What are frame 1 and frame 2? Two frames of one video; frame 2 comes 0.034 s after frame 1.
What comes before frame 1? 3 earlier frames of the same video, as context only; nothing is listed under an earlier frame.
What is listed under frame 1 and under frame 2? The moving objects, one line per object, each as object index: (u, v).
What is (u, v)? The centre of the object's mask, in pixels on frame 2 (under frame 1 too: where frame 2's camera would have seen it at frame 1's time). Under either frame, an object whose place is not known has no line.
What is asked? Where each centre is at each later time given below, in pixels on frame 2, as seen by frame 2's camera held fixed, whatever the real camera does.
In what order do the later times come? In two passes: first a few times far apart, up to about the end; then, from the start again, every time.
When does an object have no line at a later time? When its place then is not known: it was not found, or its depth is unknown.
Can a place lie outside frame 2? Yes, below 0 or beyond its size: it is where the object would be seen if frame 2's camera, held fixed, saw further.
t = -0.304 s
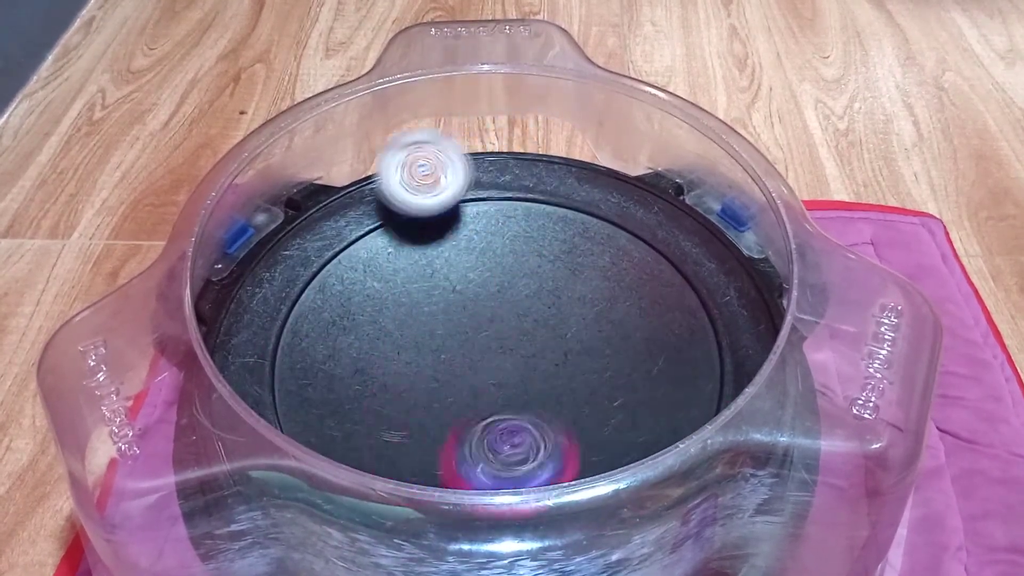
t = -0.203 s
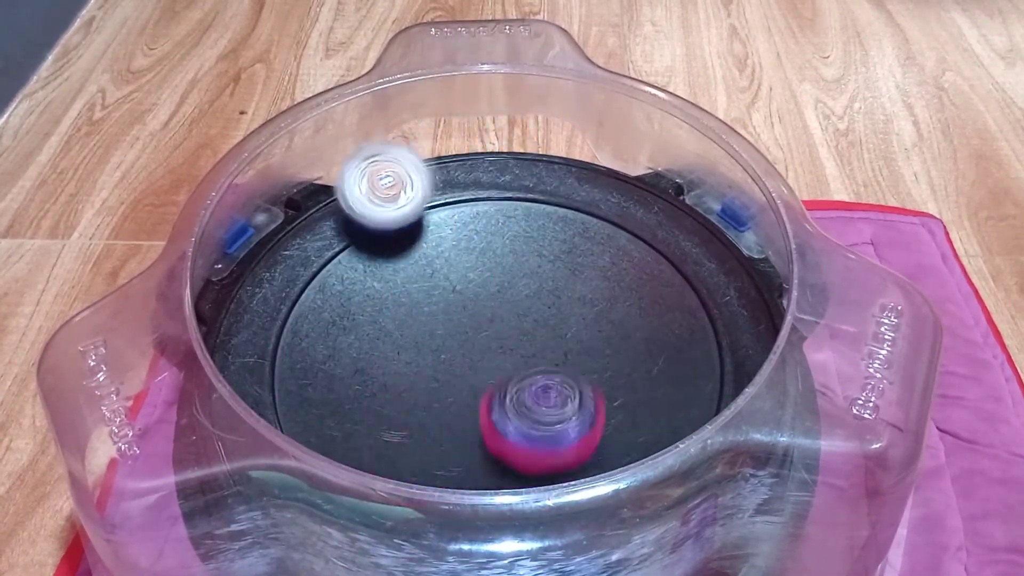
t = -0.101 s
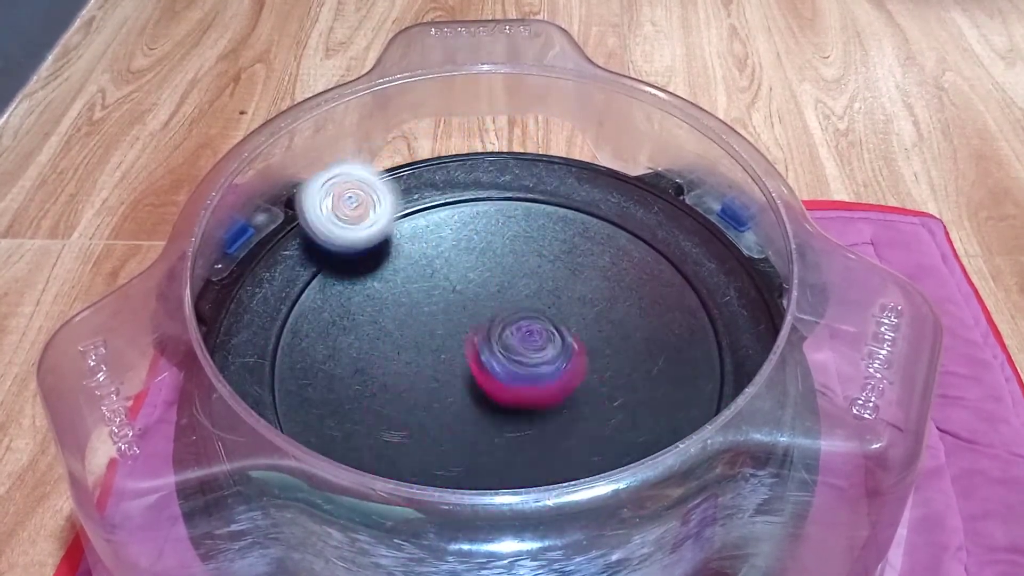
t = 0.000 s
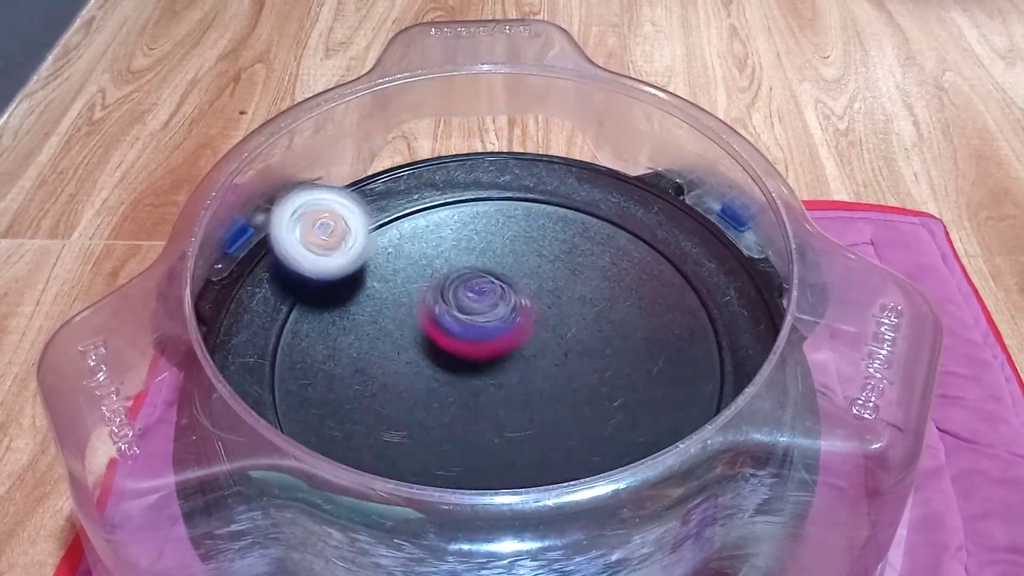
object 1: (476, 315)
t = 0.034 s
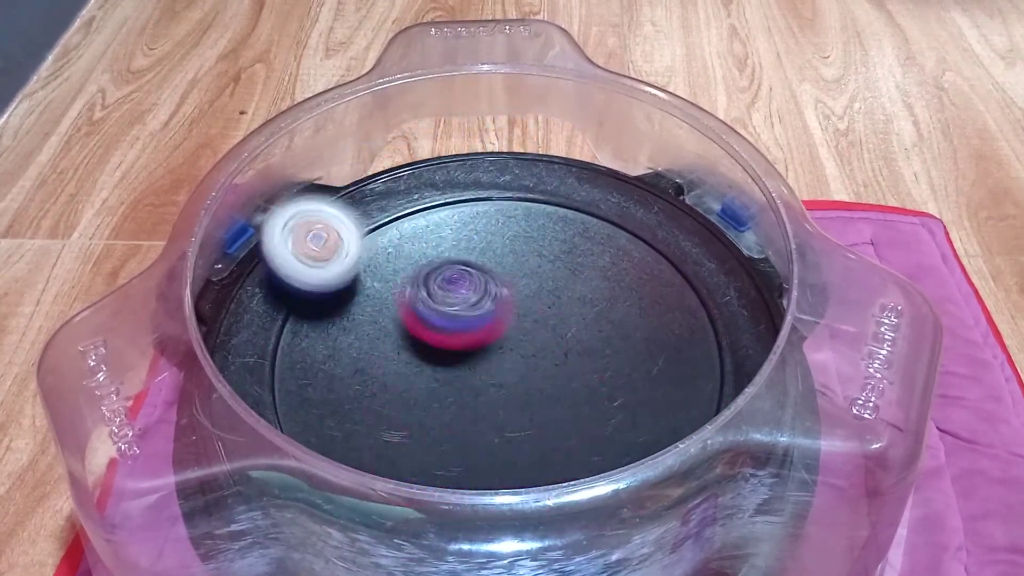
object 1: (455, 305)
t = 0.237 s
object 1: (465, 292)
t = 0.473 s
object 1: (533, 262)
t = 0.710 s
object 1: (546, 288)
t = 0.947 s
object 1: (534, 318)
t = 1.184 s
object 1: (453, 349)
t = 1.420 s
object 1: (457, 357)
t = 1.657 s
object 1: (450, 304)
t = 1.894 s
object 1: (466, 305)
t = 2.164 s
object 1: (518, 319)
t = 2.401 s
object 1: (547, 326)
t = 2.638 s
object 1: (531, 341)
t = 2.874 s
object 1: (503, 376)
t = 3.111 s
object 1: (493, 389)
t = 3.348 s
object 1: (476, 367)
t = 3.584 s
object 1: (457, 344)
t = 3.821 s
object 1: (430, 328)
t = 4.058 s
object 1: (470, 325)
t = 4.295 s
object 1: (516, 318)
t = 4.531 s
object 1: (540, 306)
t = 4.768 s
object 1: (567, 292)
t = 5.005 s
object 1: (552, 331)
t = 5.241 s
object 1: (558, 375)
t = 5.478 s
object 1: (538, 405)
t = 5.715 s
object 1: (494, 412)
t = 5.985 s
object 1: (442, 389)
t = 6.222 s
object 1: (421, 355)
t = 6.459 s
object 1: (420, 342)
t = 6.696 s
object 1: (439, 335)
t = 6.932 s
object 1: (462, 328)
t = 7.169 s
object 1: (463, 325)
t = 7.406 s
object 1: (473, 331)
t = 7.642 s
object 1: (495, 334)
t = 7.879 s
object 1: (497, 329)
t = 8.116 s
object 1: (492, 324)
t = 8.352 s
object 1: (484, 332)
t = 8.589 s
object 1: (487, 316)
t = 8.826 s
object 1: (492, 313)
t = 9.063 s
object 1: (516, 305)
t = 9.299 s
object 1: (537, 316)
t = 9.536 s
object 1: (557, 327)
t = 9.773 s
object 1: (556, 343)
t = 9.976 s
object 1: (556, 351)
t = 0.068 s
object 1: (434, 300)
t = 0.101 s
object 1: (415, 298)
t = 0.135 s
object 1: (411, 298)
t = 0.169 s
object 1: (430, 296)
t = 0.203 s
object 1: (450, 294)
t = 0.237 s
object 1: (465, 292)
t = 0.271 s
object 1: (480, 288)
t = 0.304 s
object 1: (493, 283)
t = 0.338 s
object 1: (504, 278)
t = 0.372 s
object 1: (515, 273)
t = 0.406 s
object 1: (523, 268)
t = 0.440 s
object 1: (529, 266)
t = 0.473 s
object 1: (533, 262)
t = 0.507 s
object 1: (535, 262)
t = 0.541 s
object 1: (538, 262)
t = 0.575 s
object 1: (540, 264)
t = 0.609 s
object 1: (542, 267)
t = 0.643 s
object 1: (543, 272)
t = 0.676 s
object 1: (544, 279)
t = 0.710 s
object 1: (546, 288)
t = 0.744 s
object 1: (547, 297)
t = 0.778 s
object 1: (551, 307)
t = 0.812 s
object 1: (554, 318)
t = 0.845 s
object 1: (556, 325)
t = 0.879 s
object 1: (555, 328)
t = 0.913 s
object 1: (547, 324)
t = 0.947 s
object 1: (534, 318)
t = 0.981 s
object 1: (521, 317)
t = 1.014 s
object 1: (507, 318)
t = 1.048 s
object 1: (494, 320)
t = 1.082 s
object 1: (481, 325)
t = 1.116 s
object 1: (468, 332)
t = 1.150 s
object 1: (458, 339)
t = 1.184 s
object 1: (453, 349)
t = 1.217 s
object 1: (448, 358)
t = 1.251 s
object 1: (447, 367)
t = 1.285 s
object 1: (447, 374)
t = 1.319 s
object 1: (448, 376)
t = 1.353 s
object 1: (454, 373)
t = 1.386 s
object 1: (456, 366)
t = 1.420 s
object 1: (457, 357)
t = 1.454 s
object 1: (458, 346)
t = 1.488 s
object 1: (458, 338)
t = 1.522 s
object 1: (457, 327)
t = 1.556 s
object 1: (456, 321)
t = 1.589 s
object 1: (453, 314)
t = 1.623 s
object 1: (450, 308)
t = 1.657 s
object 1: (450, 304)
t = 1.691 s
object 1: (448, 302)
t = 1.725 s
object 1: (449, 301)
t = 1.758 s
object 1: (449, 300)
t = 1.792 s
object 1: (452, 301)
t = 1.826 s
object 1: (455, 302)
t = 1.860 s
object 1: (460, 304)
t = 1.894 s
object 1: (466, 305)
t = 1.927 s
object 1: (471, 307)
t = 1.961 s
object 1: (478, 309)
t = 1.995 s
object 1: (484, 312)
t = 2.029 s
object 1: (490, 313)
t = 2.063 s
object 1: (496, 315)
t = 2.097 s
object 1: (504, 317)
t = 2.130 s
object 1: (511, 318)
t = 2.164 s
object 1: (518, 319)
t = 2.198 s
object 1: (524, 320)
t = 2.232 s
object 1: (531, 321)
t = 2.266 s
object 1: (535, 321)
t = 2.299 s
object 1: (539, 322)
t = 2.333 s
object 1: (542, 323)
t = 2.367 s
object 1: (545, 325)
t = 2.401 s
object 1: (547, 326)
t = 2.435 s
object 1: (548, 327)
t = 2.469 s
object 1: (547, 328)
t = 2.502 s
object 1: (546, 330)
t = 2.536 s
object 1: (543, 331)
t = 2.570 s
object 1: (541, 334)
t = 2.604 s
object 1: (536, 337)
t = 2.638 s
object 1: (531, 341)
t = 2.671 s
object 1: (526, 347)
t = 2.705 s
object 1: (522, 351)
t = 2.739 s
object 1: (517, 356)
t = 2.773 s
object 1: (513, 360)
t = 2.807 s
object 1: (509, 366)
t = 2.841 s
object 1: (506, 371)
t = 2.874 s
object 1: (503, 376)
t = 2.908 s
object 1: (501, 380)
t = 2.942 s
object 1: (498, 383)
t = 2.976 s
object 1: (497, 386)
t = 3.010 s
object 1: (495, 387)
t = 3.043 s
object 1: (494, 389)
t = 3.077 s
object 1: (493, 389)
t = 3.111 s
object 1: (493, 389)
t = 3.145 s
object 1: (491, 388)
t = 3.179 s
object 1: (490, 386)
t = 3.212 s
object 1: (487, 383)
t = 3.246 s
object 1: (482, 378)
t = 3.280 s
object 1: (481, 374)
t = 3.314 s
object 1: (478, 371)
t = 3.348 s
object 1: (476, 367)
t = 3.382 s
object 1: (472, 363)
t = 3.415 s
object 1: (470, 359)
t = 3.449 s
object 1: (467, 356)
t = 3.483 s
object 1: (465, 353)
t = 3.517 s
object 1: (464, 350)
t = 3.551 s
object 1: (461, 348)
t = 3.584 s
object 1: (457, 344)
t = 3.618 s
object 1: (451, 339)
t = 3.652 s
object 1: (446, 334)
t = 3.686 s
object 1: (439, 331)
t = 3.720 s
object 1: (436, 329)
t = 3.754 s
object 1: (432, 329)
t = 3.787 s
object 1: (431, 328)
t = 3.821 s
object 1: (430, 328)
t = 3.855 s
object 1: (430, 328)
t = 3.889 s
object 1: (435, 327)
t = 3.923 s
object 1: (439, 326)
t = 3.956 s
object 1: (445, 324)
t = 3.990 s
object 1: (454, 324)
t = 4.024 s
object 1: (461, 324)
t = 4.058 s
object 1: (470, 325)
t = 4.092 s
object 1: (478, 326)
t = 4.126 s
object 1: (486, 324)
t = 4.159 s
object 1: (493, 325)
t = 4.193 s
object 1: (499, 324)
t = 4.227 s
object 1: (505, 322)
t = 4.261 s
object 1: (510, 320)
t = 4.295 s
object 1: (516, 318)
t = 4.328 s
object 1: (520, 316)
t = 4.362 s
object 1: (523, 313)
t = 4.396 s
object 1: (525, 313)
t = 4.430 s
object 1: (526, 310)
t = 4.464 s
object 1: (528, 309)
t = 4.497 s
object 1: (529, 310)
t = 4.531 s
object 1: (540, 306)
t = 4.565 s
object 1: (550, 303)
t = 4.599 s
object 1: (558, 299)
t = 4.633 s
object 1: (564, 295)
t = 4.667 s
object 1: (567, 292)
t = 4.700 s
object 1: (568, 291)
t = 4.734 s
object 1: (568, 291)
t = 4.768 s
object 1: (567, 292)
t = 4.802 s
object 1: (564, 294)
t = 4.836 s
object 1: (563, 297)
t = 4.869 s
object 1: (558, 303)
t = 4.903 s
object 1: (553, 309)
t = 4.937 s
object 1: (548, 317)
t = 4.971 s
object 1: (547, 326)
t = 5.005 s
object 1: (552, 331)
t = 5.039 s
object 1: (554, 339)
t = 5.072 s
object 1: (556, 347)
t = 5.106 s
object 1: (559, 352)
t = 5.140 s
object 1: (560, 359)
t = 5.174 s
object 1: (560, 363)
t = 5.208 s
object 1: (560, 369)
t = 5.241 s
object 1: (558, 375)
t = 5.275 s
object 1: (557, 378)
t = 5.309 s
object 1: (554, 382)
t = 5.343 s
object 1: (552, 384)
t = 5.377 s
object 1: (550, 390)
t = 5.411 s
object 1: (548, 395)
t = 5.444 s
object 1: (543, 400)
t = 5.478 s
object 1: (538, 405)
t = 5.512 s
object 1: (532, 409)
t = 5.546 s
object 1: (527, 410)
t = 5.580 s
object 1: (519, 412)
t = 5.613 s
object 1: (514, 412)
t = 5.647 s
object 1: (506, 414)
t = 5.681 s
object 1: (500, 413)
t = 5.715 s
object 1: (494, 412)
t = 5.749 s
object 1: (487, 409)
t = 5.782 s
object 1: (480, 406)
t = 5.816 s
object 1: (473, 403)
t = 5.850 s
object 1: (466, 400)
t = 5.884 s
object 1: (459, 398)
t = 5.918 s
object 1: (453, 396)
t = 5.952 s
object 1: (447, 393)
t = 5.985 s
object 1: (442, 389)
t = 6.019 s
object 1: (437, 385)
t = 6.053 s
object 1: (434, 382)
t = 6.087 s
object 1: (431, 377)
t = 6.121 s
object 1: (429, 371)
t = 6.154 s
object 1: (427, 365)
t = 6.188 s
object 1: (425, 359)
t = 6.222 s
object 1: (421, 355)
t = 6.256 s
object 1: (417, 352)
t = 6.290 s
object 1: (414, 351)
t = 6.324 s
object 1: (412, 348)
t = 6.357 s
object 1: (412, 346)
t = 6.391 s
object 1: (413, 345)
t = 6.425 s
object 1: (415, 344)
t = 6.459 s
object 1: (420, 342)
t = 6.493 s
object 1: (425, 341)
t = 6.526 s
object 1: (432, 339)
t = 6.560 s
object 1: (434, 337)
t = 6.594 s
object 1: (432, 337)
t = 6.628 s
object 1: (432, 336)
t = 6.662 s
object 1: (435, 335)
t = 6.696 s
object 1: (439, 335)
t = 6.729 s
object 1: (442, 335)
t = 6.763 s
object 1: (449, 333)
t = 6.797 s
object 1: (456, 333)
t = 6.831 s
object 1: (461, 332)
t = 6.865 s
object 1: (462, 330)
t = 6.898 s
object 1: (462, 328)
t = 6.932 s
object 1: (462, 328)
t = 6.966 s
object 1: (463, 327)
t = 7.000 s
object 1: (465, 328)
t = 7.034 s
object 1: (468, 328)
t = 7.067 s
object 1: (469, 328)
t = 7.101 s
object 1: (470, 328)
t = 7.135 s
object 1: (464, 326)
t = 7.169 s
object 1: (463, 325)
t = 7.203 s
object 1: (462, 325)
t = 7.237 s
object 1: (463, 325)
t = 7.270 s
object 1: (464, 325)
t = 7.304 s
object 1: (465, 327)
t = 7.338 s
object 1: (467, 327)
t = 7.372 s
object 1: (470, 329)
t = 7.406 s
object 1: (473, 331)
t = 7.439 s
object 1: (478, 331)
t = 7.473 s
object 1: (481, 333)
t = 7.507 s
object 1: (485, 334)
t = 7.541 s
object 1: (489, 335)
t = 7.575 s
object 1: (492, 335)
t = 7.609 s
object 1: (493, 334)
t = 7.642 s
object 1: (495, 334)
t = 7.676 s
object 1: (494, 332)
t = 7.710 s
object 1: (496, 332)
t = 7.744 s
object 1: (496, 330)
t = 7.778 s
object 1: (497, 329)
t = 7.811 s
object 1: (498, 328)
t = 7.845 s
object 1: (497, 329)
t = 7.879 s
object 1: (497, 329)
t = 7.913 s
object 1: (496, 328)
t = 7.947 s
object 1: (498, 328)
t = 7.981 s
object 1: (496, 328)
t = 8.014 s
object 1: (498, 330)
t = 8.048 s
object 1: (495, 327)
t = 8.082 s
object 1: (495, 327)
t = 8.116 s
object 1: (492, 324)
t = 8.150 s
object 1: (490, 326)
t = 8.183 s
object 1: (486, 324)
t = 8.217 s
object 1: (486, 329)
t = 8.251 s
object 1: (485, 327)
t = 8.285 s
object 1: (485, 330)
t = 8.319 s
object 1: (485, 328)
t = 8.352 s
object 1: (484, 332)
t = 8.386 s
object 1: (488, 331)
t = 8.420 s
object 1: (485, 333)
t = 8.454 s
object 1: (486, 329)
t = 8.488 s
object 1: (486, 328)
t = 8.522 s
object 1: (487, 323)
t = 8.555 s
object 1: (487, 319)
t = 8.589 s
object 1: (487, 316)
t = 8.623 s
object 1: (486, 314)
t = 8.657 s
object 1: (485, 313)
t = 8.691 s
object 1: (485, 311)
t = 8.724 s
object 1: (485, 310)
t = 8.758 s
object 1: (487, 310)
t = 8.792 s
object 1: (491, 312)
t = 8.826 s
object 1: (492, 313)
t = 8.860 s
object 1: (495, 313)
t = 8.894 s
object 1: (500, 310)
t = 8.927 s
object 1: (504, 308)
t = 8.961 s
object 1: (507, 307)
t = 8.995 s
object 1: (511, 307)
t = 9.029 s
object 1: (513, 306)
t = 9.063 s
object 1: (516, 305)
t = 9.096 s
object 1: (516, 307)
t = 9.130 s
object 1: (519, 308)
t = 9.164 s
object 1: (521, 309)
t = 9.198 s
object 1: (525, 311)
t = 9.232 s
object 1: (530, 312)
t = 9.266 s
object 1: (533, 315)
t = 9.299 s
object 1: (537, 316)
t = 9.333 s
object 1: (541, 317)
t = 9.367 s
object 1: (545, 319)
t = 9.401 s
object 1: (548, 322)
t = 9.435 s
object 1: (551, 322)
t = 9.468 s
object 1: (554, 323)
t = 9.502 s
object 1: (557, 325)
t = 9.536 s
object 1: (557, 327)
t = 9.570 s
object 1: (558, 328)
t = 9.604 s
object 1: (557, 332)
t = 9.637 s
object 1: (555, 335)
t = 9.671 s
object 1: (556, 337)
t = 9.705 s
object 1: (557, 339)
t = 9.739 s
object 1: (557, 342)
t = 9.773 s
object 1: (556, 343)
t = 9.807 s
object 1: (556, 346)
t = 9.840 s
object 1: (557, 348)
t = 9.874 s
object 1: (558, 350)
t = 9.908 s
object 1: (559, 350)
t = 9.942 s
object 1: (559, 351)
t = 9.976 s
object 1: (556, 351)
